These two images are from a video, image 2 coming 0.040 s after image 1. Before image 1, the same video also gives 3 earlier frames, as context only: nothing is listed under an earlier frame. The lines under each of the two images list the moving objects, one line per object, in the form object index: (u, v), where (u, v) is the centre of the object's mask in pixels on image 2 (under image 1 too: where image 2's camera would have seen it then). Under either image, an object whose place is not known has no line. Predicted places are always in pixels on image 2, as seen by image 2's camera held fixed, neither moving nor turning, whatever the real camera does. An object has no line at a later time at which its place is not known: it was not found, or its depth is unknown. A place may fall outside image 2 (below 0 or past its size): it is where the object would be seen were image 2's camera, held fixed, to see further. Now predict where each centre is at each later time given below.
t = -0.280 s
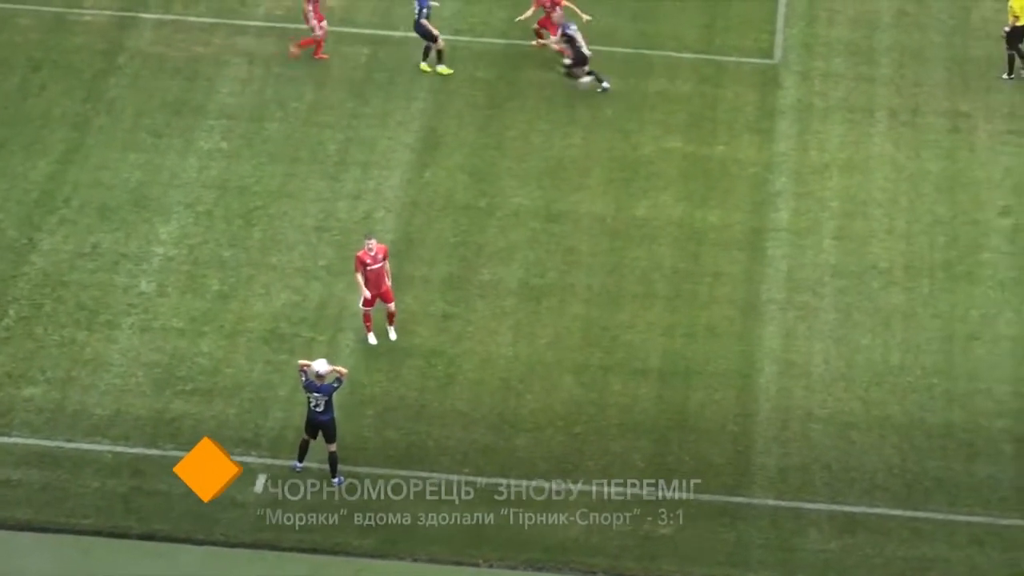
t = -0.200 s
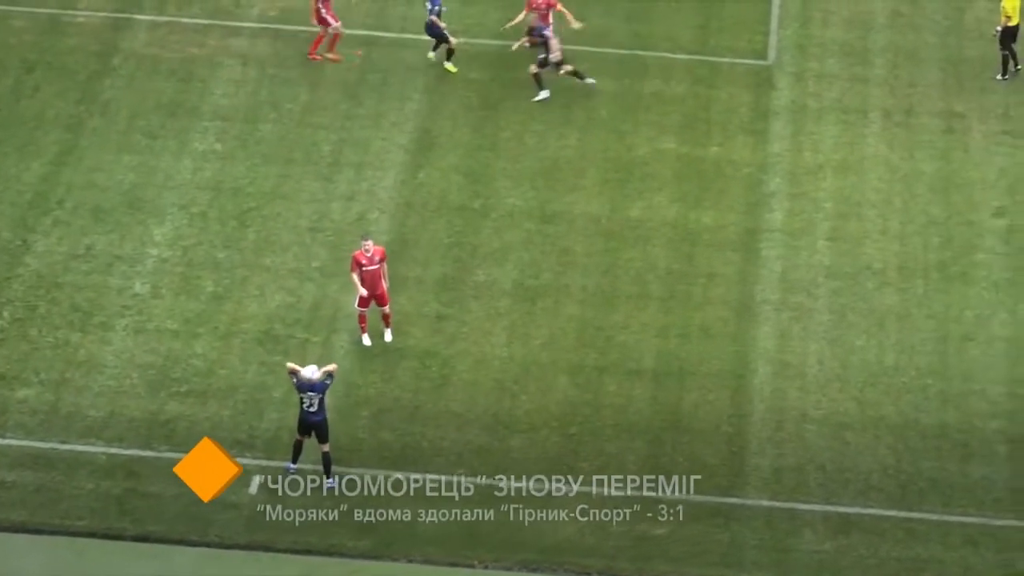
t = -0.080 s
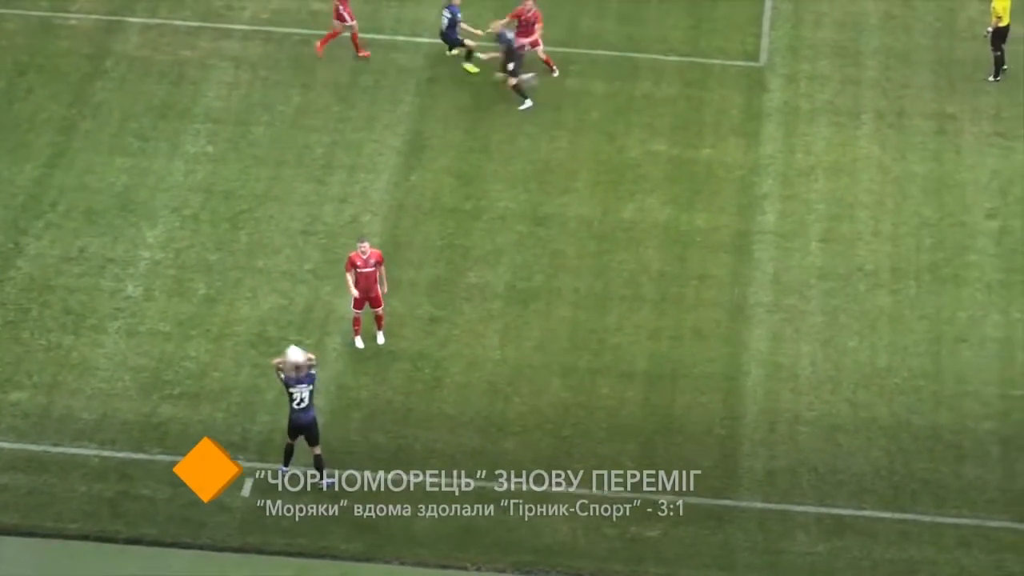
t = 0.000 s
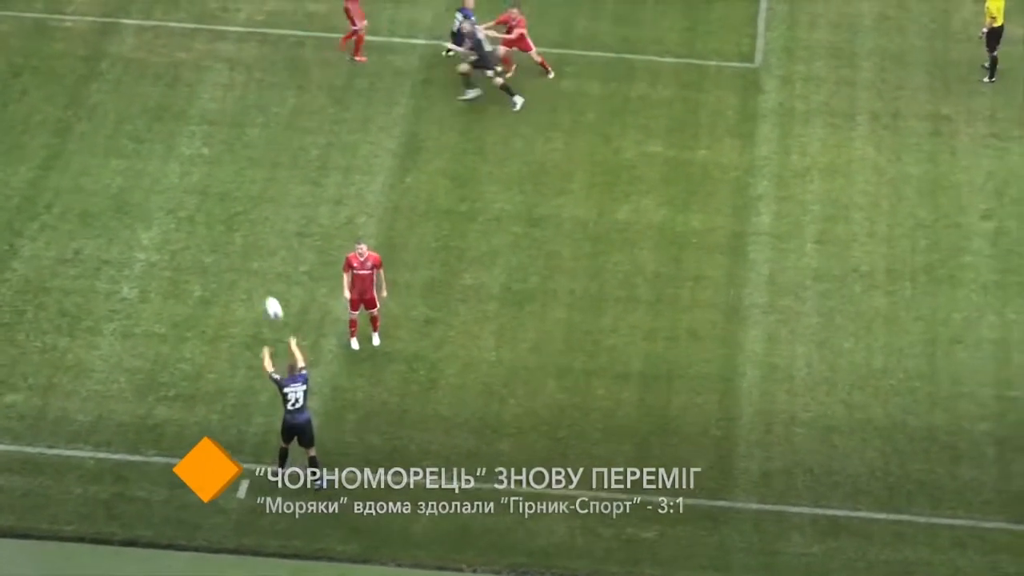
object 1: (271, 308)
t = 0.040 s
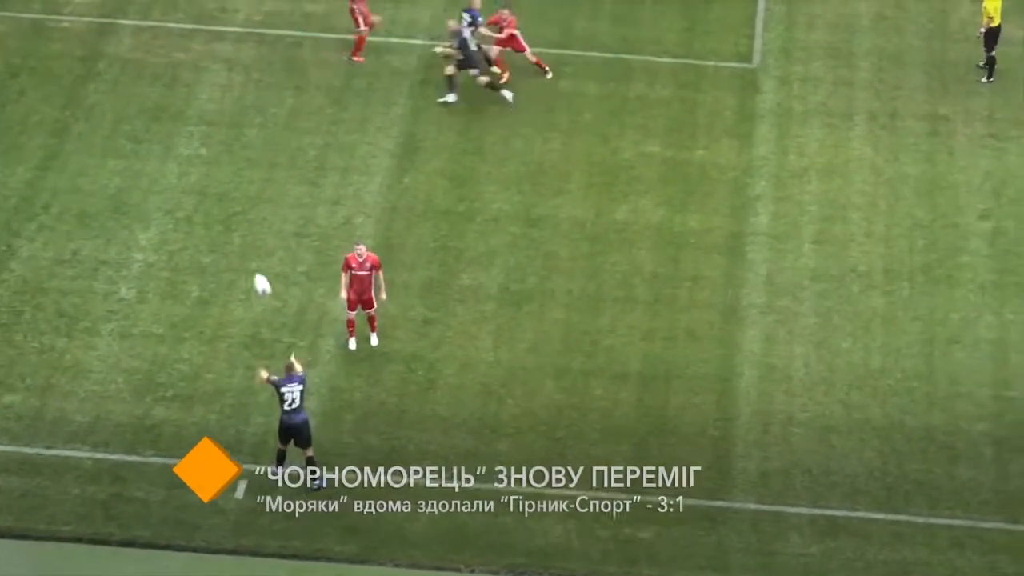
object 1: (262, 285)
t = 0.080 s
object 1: (252, 263)
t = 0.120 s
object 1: (242, 242)
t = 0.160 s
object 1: (233, 222)
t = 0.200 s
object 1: (224, 204)
